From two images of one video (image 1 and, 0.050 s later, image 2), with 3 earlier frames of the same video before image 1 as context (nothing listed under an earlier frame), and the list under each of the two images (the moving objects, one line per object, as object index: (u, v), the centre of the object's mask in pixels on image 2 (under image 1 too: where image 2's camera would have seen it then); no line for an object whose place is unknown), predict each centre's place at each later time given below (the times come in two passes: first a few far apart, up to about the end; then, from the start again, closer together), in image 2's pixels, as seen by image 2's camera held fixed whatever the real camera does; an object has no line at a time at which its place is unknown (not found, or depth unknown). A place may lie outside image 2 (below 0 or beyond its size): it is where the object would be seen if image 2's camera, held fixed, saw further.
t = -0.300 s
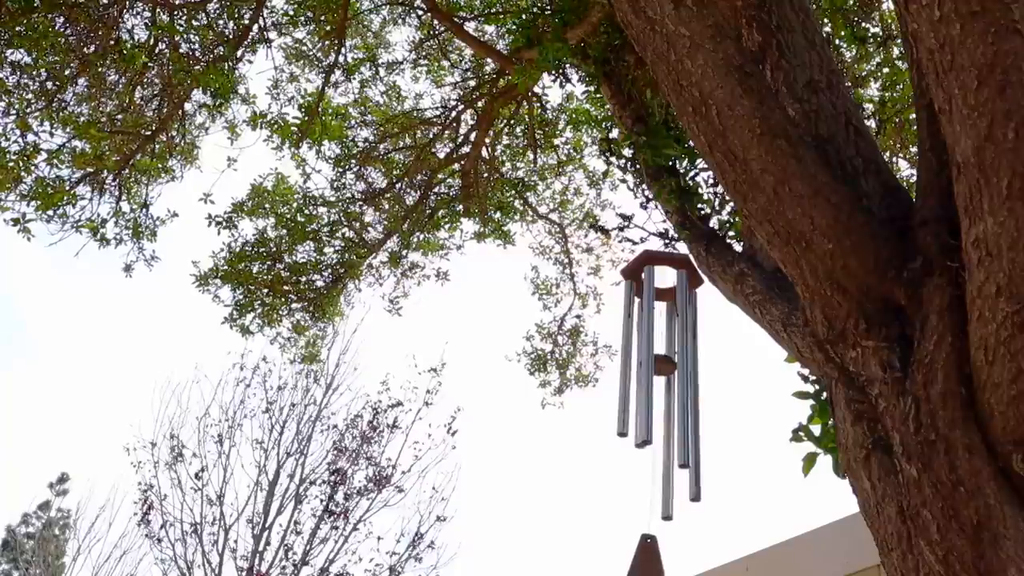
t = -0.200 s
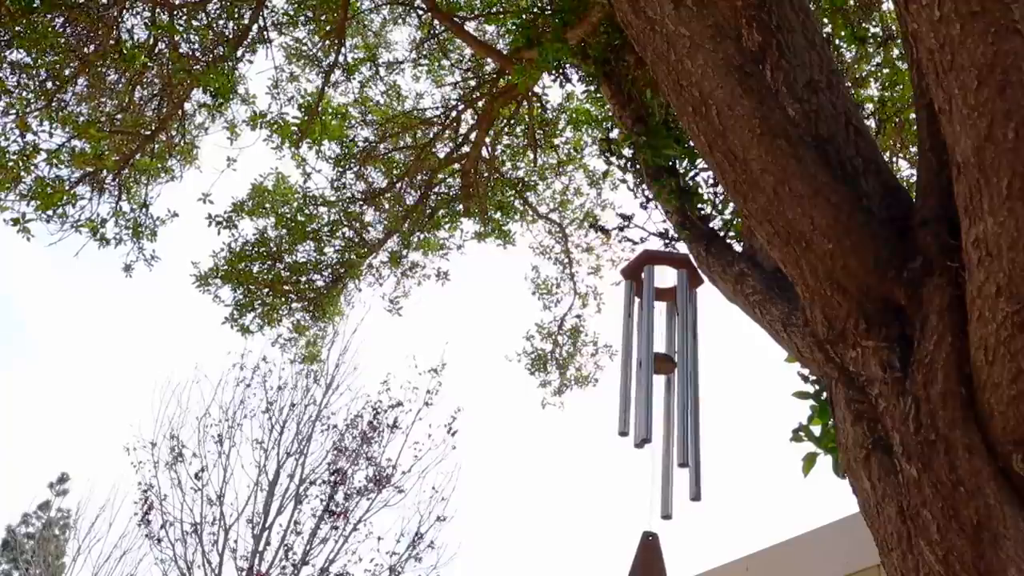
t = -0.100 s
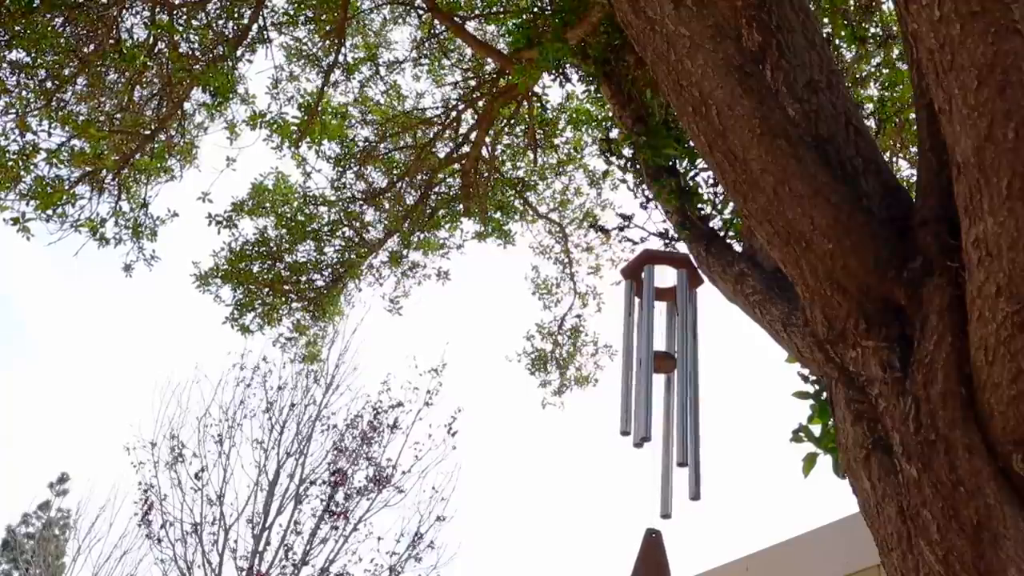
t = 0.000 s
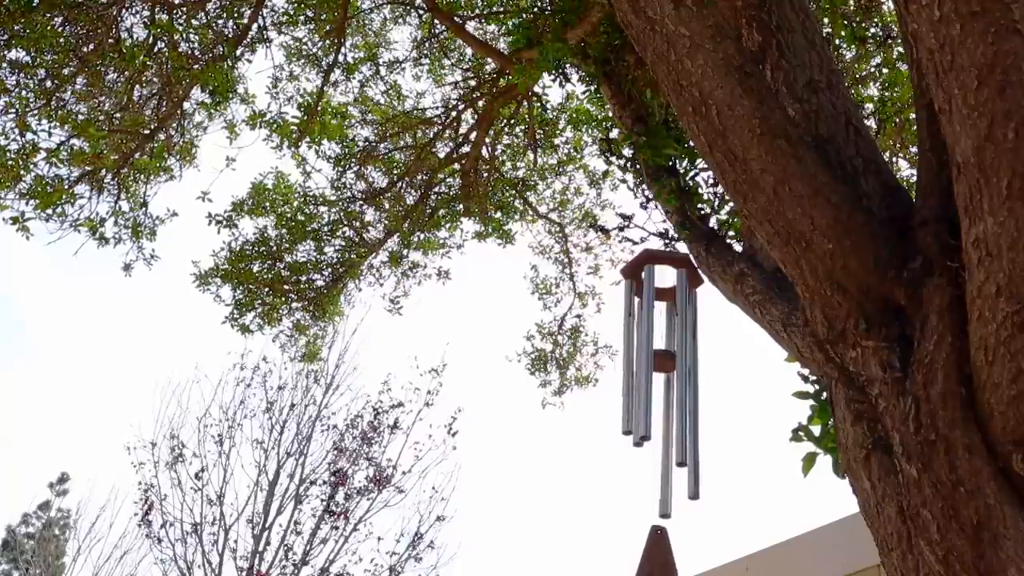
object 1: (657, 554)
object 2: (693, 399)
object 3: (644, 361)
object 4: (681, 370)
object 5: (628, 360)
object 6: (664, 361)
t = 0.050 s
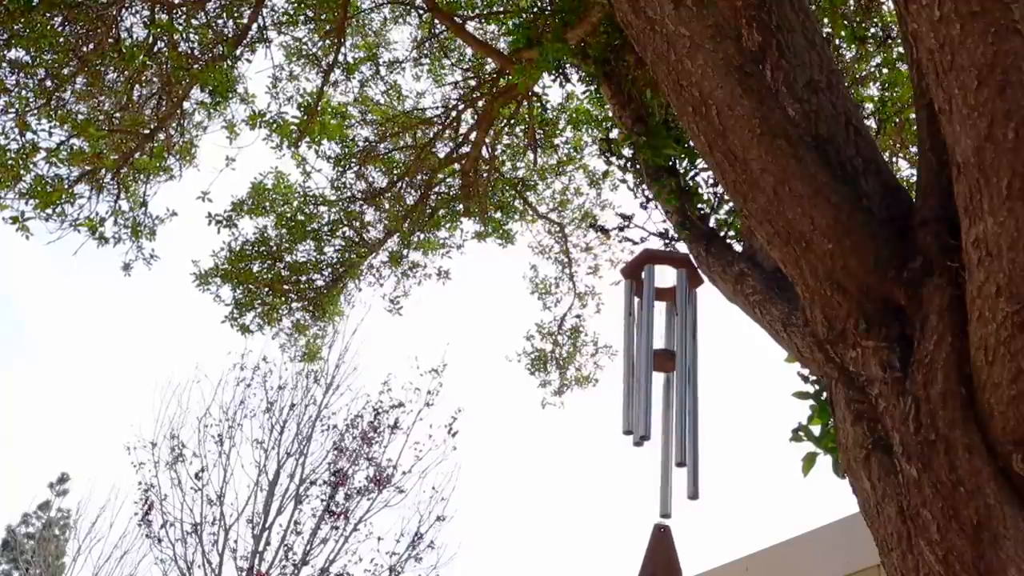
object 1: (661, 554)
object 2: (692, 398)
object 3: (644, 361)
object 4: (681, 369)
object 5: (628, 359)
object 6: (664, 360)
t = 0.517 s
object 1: (678, 552)
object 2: (691, 399)
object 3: (644, 362)
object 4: (681, 373)
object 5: (626, 361)
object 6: (664, 360)
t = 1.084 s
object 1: (613, 551)
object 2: (693, 400)
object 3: (644, 360)
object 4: (680, 371)
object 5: (627, 360)
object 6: (661, 360)
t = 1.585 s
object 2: (693, 398)
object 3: (645, 362)
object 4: (683, 371)
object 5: (627, 363)
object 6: (665, 363)
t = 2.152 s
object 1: (678, 562)
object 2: (696, 404)
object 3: (645, 361)
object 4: (681, 373)
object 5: (627, 362)
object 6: (665, 368)
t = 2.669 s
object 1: (637, 529)
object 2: (689, 396)
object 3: (643, 359)
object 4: (681, 367)
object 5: (627, 357)
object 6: (662, 357)
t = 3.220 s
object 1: (672, 540)
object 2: (695, 400)
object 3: (645, 357)
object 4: (682, 371)
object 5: (628, 362)
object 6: (663, 358)
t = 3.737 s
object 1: (671, 551)
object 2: (692, 398)
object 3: (646, 366)
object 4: (685, 372)
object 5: (626, 360)
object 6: (667, 360)
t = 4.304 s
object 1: (650, 548)
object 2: (692, 401)
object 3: (643, 355)
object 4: (679, 371)
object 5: (623, 360)
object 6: (659, 357)
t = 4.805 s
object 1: (710, 556)
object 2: (699, 403)
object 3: (648, 365)
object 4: (687, 370)
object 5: (632, 362)
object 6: (670, 361)
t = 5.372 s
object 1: (656, 554)
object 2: (687, 401)
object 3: (641, 360)
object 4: (677, 373)
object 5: (621, 361)
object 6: (661, 362)
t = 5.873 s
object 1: (624, 554)
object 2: (692, 399)
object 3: (643, 359)
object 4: (681, 371)
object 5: (628, 359)
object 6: (661, 360)
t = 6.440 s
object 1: (682, 560)
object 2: (695, 397)
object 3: (645, 366)
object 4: (682, 371)
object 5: (625, 362)
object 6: (666, 365)
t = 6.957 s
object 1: (647, 555)
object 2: (687, 400)
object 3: (641, 355)
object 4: (676, 373)
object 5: (625, 361)
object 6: (659, 364)
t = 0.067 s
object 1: (662, 553)
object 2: (692, 399)
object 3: (644, 360)
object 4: (681, 369)
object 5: (628, 360)
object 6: (664, 360)
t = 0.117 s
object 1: (666, 552)
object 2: (692, 400)
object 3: (644, 360)
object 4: (681, 370)
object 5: (628, 360)
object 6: (664, 360)
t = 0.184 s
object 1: (671, 552)
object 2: (691, 401)
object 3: (644, 360)
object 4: (680, 370)
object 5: (628, 360)
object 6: (664, 360)
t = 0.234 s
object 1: (674, 551)
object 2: (691, 401)
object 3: (644, 360)
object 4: (680, 370)
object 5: (628, 359)
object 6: (664, 360)
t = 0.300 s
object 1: (678, 551)
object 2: (691, 401)
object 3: (644, 360)
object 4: (681, 370)
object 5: (628, 359)
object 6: (664, 360)
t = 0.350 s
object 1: (679, 551)
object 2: (691, 400)
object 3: (644, 360)
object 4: (681, 371)
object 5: (628, 360)
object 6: (664, 360)
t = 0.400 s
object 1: (680, 552)
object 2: (691, 399)
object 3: (644, 360)
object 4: (681, 371)
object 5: (627, 361)
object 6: (664, 360)
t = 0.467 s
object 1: (679, 552)
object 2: (691, 398)
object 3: (644, 361)
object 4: (681, 372)
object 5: (627, 361)
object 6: (664, 360)
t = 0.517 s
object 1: (678, 552)
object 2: (691, 399)
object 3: (644, 362)
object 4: (681, 373)
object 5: (626, 361)
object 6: (664, 360)
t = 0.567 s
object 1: (675, 552)
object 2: (691, 400)
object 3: (643, 362)
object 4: (681, 371)
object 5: (626, 361)
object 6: (664, 360)
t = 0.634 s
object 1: (670, 552)
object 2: (691, 401)
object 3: (643, 363)
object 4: (681, 371)
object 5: (626, 360)
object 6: (664, 360)
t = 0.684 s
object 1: (665, 552)
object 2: (691, 402)
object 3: (644, 363)
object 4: (681, 372)
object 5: (626, 361)
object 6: (664, 360)
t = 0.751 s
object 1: (657, 552)
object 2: (692, 402)
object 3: (644, 363)
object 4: (681, 371)
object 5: (626, 360)
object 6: (664, 360)
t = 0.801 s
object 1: (650, 552)
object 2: (692, 402)
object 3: (644, 363)
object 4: (681, 371)
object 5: (626, 360)
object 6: (664, 360)
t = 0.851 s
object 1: (643, 552)
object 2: (692, 401)
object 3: (644, 363)
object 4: (681, 371)
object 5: (626, 360)
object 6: (664, 360)
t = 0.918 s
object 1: (634, 552)
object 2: (692, 402)
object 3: (644, 363)
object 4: (681, 371)
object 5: (627, 360)
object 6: (664, 360)
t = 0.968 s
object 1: (626, 552)
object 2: (692, 401)
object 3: (644, 363)
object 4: (680, 371)
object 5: (627, 360)
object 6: (663, 360)
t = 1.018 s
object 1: (620, 552)
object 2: (692, 401)
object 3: (644, 362)
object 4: (680, 371)
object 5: (627, 359)
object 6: (662, 360)
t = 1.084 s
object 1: (613, 551)
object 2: (693, 400)
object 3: (644, 360)
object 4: (680, 371)
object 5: (627, 360)
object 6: (661, 360)
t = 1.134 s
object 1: (610, 551)
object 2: (693, 400)
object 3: (644, 359)
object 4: (680, 371)
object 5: (626, 360)
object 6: (661, 360)
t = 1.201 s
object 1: (610, 551)
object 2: (693, 399)
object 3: (645, 358)
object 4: (681, 371)
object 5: (626, 361)
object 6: (661, 360)
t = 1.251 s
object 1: (614, 551)
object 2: (693, 398)
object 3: (645, 357)
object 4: (681, 370)
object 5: (625, 362)
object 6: (661, 361)
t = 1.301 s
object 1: (620, 551)
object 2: (693, 397)
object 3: (645, 357)
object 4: (682, 370)
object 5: (625, 362)
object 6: (661, 361)
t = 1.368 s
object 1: (632, 552)
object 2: (693, 395)
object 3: (645, 357)
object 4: (682, 370)
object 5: (625, 362)
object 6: (661, 362)
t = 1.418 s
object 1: (642, 553)
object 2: (693, 394)
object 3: (645, 358)
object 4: (683, 370)
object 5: (626, 362)
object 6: (662, 362)
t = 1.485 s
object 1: (656, 553)
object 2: (693, 396)
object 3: (645, 359)
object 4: (683, 370)
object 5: (626, 363)
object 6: (662, 362)
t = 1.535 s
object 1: (666, 553)
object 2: (693, 397)
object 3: (645, 360)
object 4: (683, 371)
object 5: (626, 363)
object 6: (664, 363)
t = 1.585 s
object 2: (693, 398)
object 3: (645, 362)
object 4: (683, 371)
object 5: (627, 363)
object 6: (665, 363)
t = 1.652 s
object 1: (685, 557)
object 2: (693, 399)
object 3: (645, 363)
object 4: (682, 372)
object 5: (628, 363)
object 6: (665, 364)
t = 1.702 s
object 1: (692, 558)
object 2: (693, 399)
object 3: (645, 364)
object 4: (682, 372)
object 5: (629, 364)
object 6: (665, 364)
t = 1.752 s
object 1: (696, 559)
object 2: (694, 399)
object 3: (645, 366)
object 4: (682, 373)
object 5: (629, 362)
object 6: (665, 364)
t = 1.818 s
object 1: (698, 560)
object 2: (695, 399)
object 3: (645, 367)
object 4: (682, 374)
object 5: (629, 361)
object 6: (665, 365)
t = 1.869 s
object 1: (699, 561)
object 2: (695, 400)
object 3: (645, 367)
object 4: (681, 374)
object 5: (629, 361)
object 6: (665, 366)
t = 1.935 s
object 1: (699, 561)
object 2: (696, 403)
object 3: (645, 366)
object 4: (681, 374)
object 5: (629, 362)
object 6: (665, 367)
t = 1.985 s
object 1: (696, 562)
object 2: (696, 404)
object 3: (645, 365)
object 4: (681, 374)
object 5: (629, 361)
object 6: (665, 368)
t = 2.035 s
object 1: (691, 562)
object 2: (696, 405)
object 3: (645, 364)
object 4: (681, 374)
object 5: (628, 362)
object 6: (665, 368)
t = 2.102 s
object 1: (684, 562)
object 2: (696, 405)
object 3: (645, 362)
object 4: (681, 374)
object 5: (627, 363)
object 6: (665, 368)
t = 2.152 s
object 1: (678, 562)
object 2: (696, 404)
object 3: (645, 361)
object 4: (681, 373)
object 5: (627, 362)
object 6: (665, 368)
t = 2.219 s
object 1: (670, 560)
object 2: (695, 402)
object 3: (645, 360)
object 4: (682, 372)
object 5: (626, 362)
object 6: (665, 367)
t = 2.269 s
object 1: (664, 559)
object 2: (694, 402)
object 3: (645, 359)
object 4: (682, 371)
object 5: (625, 361)
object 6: (665, 366)
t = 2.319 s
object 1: (658, 558)
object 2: (694, 401)
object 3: (645, 358)
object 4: (682, 371)
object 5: (625, 361)
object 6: (664, 365)
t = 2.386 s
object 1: (651, 556)
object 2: (692, 399)
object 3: (644, 357)
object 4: (682, 370)
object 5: (625, 360)
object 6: (664, 364)
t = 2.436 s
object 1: (646, 554)
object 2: (692, 398)
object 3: (644, 357)
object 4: (682, 370)
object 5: (625, 360)
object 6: (664, 362)
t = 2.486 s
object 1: (642, 552)
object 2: (691, 398)
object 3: (644, 358)
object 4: (682, 368)
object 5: (625, 359)
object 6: (663, 361)
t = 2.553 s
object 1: (640, 546)
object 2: (690, 397)
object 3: (643, 359)
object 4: (681, 369)
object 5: (626, 358)
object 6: (662, 358)
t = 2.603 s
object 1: (639, 539)
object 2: (689, 397)
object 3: (643, 361)
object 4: (681, 368)
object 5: (626, 357)
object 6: (662, 356)
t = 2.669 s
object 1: (637, 529)
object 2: (689, 396)
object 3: (643, 359)
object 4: (681, 367)
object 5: (627, 357)
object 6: (662, 357)
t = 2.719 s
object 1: (637, 523)
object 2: (689, 396)
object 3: (643, 357)
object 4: (681, 366)
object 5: (628, 357)
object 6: (662, 357)
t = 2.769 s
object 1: (636, 519)
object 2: (689, 394)
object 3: (643, 355)
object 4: (680, 366)
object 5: (629, 356)
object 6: (662, 357)
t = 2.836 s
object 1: (636, 517)
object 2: (690, 394)
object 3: (643, 353)
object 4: (680, 366)
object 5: (629, 355)
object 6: (662, 356)
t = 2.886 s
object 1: (636, 518)
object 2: (690, 394)
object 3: (644, 353)
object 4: (680, 367)
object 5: (630, 354)
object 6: (662, 354)
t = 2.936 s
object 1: (638, 520)
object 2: (691, 395)
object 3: (644, 354)
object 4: (681, 368)
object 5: (630, 354)
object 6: (662, 354)
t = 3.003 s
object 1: (640, 523)
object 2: (692, 399)
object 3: (644, 355)
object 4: (681, 367)
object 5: (630, 355)
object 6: (662, 356)
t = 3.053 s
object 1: (644, 526)
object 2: (693, 400)
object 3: (644, 355)
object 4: (682, 369)
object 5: (630, 358)
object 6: (662, 356)
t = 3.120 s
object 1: (653, 531)
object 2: (694, 401)
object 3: (644, 357)
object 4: (682, 370)
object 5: (629, 361)
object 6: (662, 356)
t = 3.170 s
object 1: (661, 535)
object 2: (695, 401)
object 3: (645, 356)
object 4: (682, 371)
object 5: (629, 362)
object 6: (663, 358)
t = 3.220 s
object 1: (672, 540)
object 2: (695, 400)
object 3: (645, 357)
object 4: (682, 371)
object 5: (628, 362)
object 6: (663, 358)
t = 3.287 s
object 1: (687, 545)
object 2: (696, 400)
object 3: (645, 358)
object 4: (682, 373)
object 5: (627, 362)
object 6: (664, 359)
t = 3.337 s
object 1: (699, 548)
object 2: (697, 400)
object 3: (646, 359)
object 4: (683, 372)
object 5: (626, 363)
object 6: (665, 360)
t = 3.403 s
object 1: (711, 549)
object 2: (697, 402)
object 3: (646, 362)
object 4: (683, 372)
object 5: (625, 363)
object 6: (666, 360)
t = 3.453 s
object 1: (717, 549)
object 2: (696, 402)
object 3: (646, 364)
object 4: (684, 371)
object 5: (625, 363)
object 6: (666, 360)
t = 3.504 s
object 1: (718, 550)
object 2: (696, 401)
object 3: (646, 366)
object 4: (684, 371)
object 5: (624, 363)
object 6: (667, 361)
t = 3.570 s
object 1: (713, 550)
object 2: (695, 398)
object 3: (646, 367)
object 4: (684, 371)
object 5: (624, 362)
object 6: (667, 361)
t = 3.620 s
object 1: (704, 551)
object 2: (695, 398)
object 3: (646, 367)
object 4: (685, 372)
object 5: (625, 362)
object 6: (667, 361)
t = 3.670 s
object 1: (692, 551)
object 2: (694, 397)
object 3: (646, 367)
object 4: (685, 372)
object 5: (625, 361)
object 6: (667, 361)
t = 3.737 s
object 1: (671, 551)
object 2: (692, 398)
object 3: (646, 366)
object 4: (685, 372)
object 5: (626, 360)
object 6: (667, 360)
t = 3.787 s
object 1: (655, 549)
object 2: (692, 400)
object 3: (645, 364)
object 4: (684, 371)
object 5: (627, 360)
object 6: (667, 360)
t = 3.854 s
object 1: (635, 544)
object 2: (691, 403)
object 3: (645, 362)
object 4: (684, 371)
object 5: (628, 359)
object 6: (666, 359)
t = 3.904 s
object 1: (622, 540)
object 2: (690, 400)
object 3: (645, 360)
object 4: (684, 371)
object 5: (629, 359)
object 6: (665, 358)
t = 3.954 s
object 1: (613, 538)
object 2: (690, 398)
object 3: (645, 356)
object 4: (682, 370)
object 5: (630, 359)
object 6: (663, 357)
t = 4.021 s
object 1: (606, 534)
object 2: (689, 396)
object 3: (644, 353)
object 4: (681, 370)
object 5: (629, 358)
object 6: (662, 358)
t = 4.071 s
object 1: (605, 534)
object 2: (689, 398)
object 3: (643, 354)
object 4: (681, 371)
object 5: (628, 357)
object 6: (661, 358)
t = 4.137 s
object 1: (610, 536)
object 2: (690, 398)
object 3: (643, 353)
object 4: (680, 369)
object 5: (627, 359)
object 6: (660, 358)
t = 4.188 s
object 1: (619, 540)
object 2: (690, 399)
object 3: (643, 353)
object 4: (679, 370)
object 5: (626, 360)
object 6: (660, 358)
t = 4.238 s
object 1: (630, 544)
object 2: (690, 400)
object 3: (643, 355)
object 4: (679, 370)
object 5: (624, 360)
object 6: (659, 357)
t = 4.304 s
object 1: (650, 548)
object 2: (692, 401)
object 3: (643, 355)
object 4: (679, 371)
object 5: (623, 360)
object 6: (659, 357)
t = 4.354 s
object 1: (667, 550)
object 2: (693, 401)
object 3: (643, 355)
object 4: (679, 370)
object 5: (623, 360)
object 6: (660, 357)
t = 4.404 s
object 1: (683, 551)
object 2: (694, 399)
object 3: (644, 357)
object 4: (679, 371)
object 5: (622, 361)
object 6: (661, 358)
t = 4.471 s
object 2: (695, 398)
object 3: (644, 360)
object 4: (680, 371)
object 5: (622, 361)
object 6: (662, 359)
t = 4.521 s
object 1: (710, 551)
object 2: (695, 398)
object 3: (645, 362)
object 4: (681, 371)
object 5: (623, 361)
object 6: (664, 360)
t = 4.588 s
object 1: (718, 552)
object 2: (697, 396)
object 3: (646, 364)
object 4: (682, 370)
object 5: (625, 362)
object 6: (666, 361)
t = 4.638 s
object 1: (720, 553)
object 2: (698, 397)
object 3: (647, 365)
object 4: (683, 370)
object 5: (626, 362)
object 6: (667, 361)
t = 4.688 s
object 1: (719, 554)
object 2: (699, 397)
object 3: (647, 365)
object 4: (684, 369)
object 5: (628, 364)
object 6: (668, 360)
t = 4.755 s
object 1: (714, 556)
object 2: (699, 401)
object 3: (648, 365)
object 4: (686, 369)
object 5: (630, 362)
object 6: (669, 361)
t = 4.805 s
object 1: (710, 556)
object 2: (699, 403)
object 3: (648, 365)
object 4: (687, 370)
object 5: (632, 362)
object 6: (670, 361)
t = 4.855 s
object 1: (706, 556)
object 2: (699, 404)
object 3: (649, 362)
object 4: (688, 370)
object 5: (633, 361)
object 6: (669, 361)
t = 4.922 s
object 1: (700, 559)
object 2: (699, 402)
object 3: (649, 359)
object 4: (688, 370)
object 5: (634, 361)
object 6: (669, 363)
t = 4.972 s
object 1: (697, 560)
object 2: (698, 399)
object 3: (648, 357)
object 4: (687, 370)
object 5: (634, 361)
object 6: (668, 364)
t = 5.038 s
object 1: (695, 560)
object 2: (696, 397)
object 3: (647, 357)
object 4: (686, 371)
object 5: (634, 360)
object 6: (667, 367)
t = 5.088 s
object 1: (693, 560)
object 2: (695, 395)
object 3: (647, 356)
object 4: (685, 372)
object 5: (633, 360)
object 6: (666, 366)
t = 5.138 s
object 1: (689, 559)
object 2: (693, 398)
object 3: (646, 357)
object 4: (684, 372)
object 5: (631, 360)
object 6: (665, 366)
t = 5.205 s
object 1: (680, 558)
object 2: (692, 400)
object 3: (644, 358)
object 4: (682, 372)
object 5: (628, 361)
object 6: (663, 365)
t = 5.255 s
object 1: (673, 557)
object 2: (690, 401)
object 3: (643, 358)
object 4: (680, 373)
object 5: (626, 361)
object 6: (663, 364)
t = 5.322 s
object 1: (663, 555)
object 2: (688, 402)
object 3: (642, 359)
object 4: (678, 373)
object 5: (623, 361)
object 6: (662, 363)
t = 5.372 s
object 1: (656, 554)
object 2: (687, 401)
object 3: (641, 360)
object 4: (677, 373)
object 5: (621, 361)
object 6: (661, 362)
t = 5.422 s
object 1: (648, 551)
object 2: (687, 399)
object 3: (640, 361)
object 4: (676, 373)
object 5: (620, 361)
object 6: (660, 362)
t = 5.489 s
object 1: (641, 547)
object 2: (686, 399)
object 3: (640, 362)
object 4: (674, 373)
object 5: (619, 360)
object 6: (659, 361)
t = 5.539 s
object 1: (636, 545)
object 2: (686, 399)
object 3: (639, 363)
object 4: (674, 373)
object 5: (618, 360)
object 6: (659, 360)
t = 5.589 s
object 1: (633, 544)
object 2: (687, 400)
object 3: (639, 364)
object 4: (674, 374)
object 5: (618, 361)
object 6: (659, 360)
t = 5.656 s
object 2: (687, 400)
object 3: (640, 364)
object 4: (675, 372)
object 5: (620, 360)
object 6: (659, 361)
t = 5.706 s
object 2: (688, 400)
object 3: (640, 363)
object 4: (676, 372)
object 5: (621, 359)
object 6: (659, 361)
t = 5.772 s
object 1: (625, 551)
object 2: (690, 401)
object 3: (641, 361)
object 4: (678, 371)
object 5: (624, 360)
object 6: (660, 360)
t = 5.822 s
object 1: (625, 553)
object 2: (691, 401)
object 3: (642, 361)
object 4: (680, 371)
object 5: (626, 360)
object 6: (661, 360)
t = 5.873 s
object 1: (624, 554)
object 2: (692, 399)
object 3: (643, 359)
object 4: (681, 371)
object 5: (628, 359)
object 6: (661, 360)
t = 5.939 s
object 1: (625, 555)
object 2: (694, 399)
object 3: (645, 356)
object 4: (683, 369)
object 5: (631, 359)
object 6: (663, 360)
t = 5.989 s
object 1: (627, 555)
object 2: (695, 399)
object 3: (646, 356)
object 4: (685, 368)
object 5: (632, 356)
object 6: (664, 361)
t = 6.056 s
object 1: (633, 556)
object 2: (696, 396)
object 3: (647, 355)
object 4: (686, 369)
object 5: (633, 358)
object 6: (665, 362)
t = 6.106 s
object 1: (640, 557)
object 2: (697, 396)
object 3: (647, 355)
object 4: (686, 368)
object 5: (633, 360)
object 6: (666, 364)
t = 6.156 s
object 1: (647, 558)
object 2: (697, 396)
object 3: (648, 357)
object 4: (686, 369)
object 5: (633, 361)
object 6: (666, 365)
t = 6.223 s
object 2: (698, 398)
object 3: (648, 360)
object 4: (687, 370)
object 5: (632, 362)
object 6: (667, 366)
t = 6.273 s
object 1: (663, 559)
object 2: (698, 400)
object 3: (648, 362)
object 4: (686, 370)
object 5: (632, 363)
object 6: (668, 366)
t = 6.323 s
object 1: (671, 559)
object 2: (697, 400)
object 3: (647, 364)
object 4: (685, 369)
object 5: (630, 362)
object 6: (668, 366)
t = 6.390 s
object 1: (679, 560)
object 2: (696, 399)
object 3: (646, 365)
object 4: (684, 370)
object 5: (627, 361)
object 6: (667, 365)
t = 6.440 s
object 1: (682, 560)
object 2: (695, 397)
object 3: (645, 366)
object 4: (682, 371)
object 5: (625, 362)
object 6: (666, 365)
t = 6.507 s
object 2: (693, 399)
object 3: (644, 367)
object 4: (680, 371)
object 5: (623, 362)
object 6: (664, 366)
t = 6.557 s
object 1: (687, 560)
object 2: (692, 399)
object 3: (642, 367)
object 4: (678, 372)
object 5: (622, 361)
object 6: (662, 366)
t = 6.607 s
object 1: (687, 560)
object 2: (691, 399)
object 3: (641, 365)
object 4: (677, 372)
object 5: (622, 361)
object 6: (661, 366)
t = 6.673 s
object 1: (682, 559)
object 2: (690, 401)
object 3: (640, 364)
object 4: (675, 375)
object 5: (621, 361)
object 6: (660, 367)
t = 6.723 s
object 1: (678, 559)
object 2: (689, 401)
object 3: (640, 362)
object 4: (675, 375)
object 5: (621, 360)
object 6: (659, 367)
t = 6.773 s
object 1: (673, 559)
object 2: (688, 401)
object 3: (640, 360)
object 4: (675, 375)
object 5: (621, 361)
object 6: (659, 366)
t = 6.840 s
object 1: (665, 557)
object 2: (687, 402)
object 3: (640, 358)
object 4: (675, 374)
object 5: (622, 361)
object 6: (659, 366)
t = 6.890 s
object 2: (687, 402)
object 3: (640, 356)
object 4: (675, 373)
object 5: (623, 360)
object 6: (658, 365)
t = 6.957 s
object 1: (647, 555)
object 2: (687, 400)
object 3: (641, 355)
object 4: (676, 373)
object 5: (625, 361)
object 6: (659, 364)
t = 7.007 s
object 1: (640, 552)
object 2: (688, 398)
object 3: (641, 356)
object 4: (677, 372)
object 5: (627, 359)
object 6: (659, 363)
